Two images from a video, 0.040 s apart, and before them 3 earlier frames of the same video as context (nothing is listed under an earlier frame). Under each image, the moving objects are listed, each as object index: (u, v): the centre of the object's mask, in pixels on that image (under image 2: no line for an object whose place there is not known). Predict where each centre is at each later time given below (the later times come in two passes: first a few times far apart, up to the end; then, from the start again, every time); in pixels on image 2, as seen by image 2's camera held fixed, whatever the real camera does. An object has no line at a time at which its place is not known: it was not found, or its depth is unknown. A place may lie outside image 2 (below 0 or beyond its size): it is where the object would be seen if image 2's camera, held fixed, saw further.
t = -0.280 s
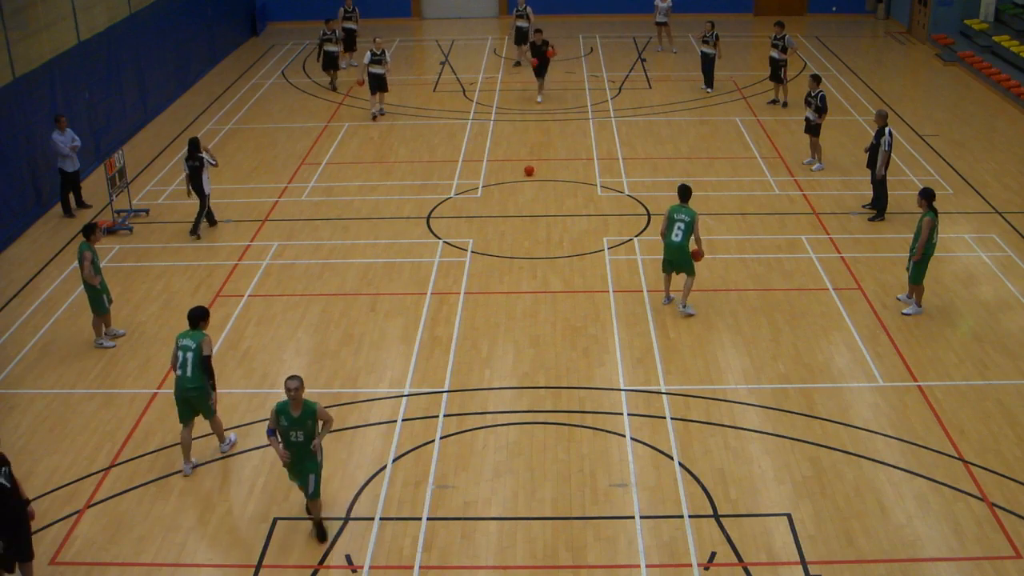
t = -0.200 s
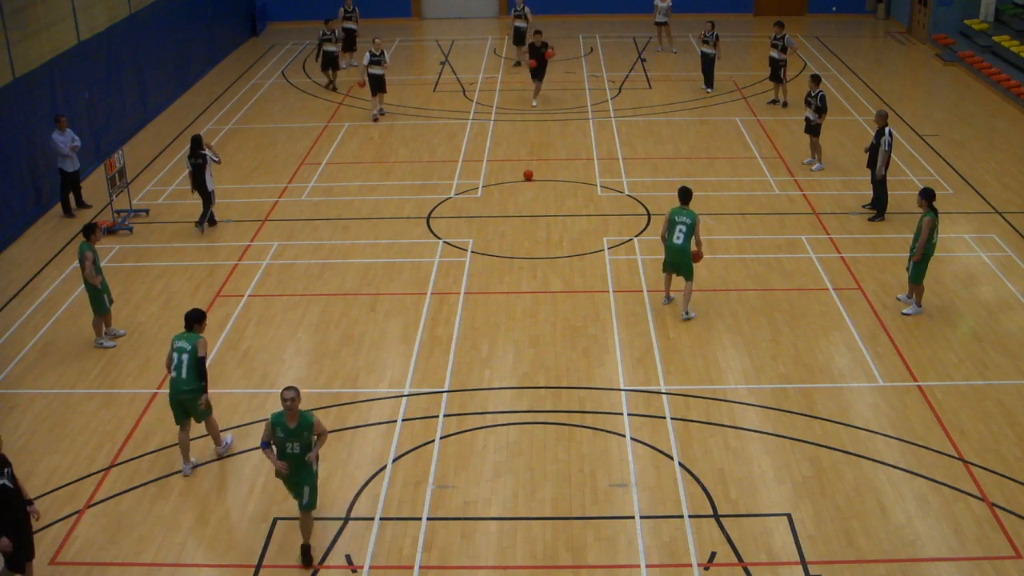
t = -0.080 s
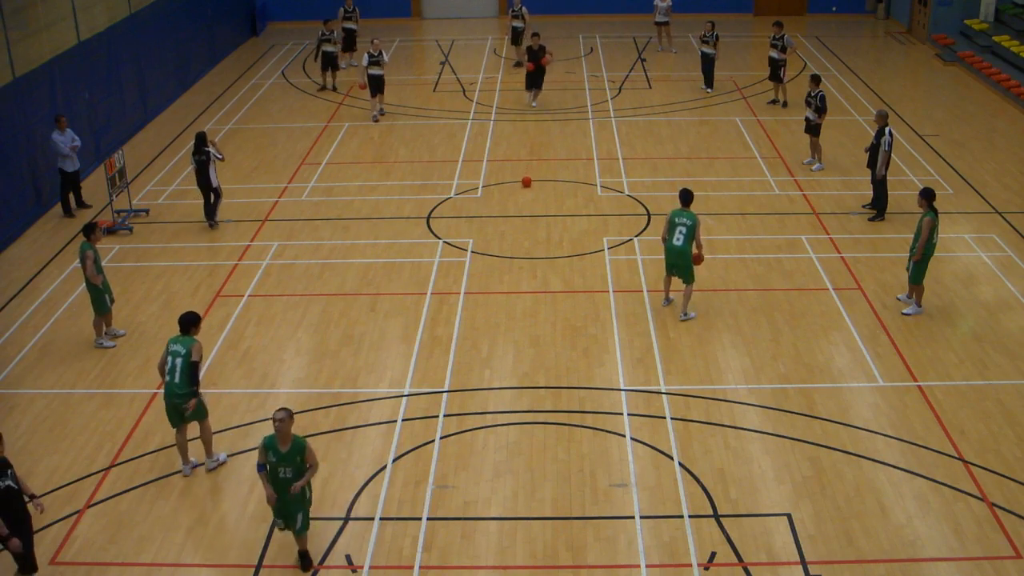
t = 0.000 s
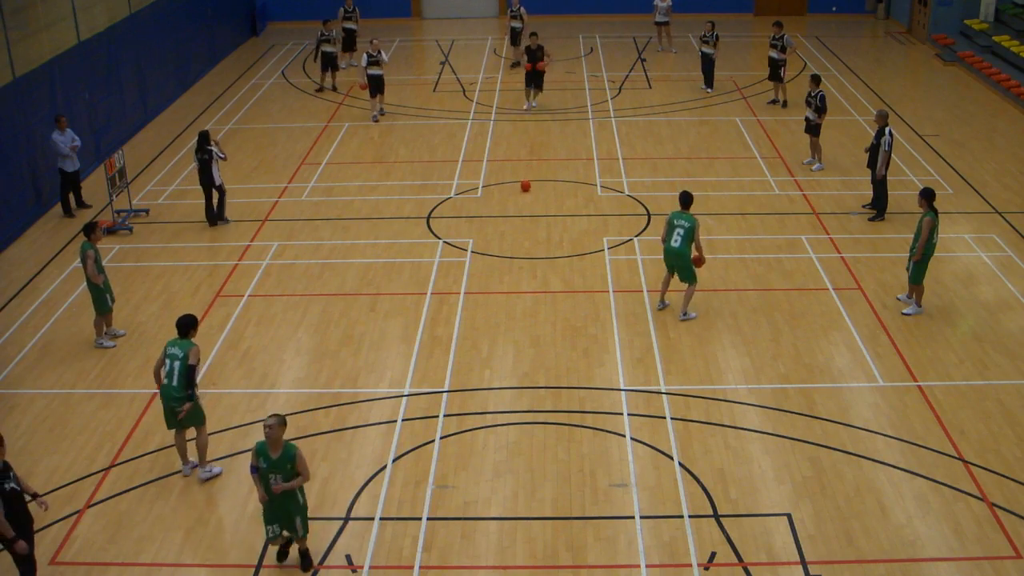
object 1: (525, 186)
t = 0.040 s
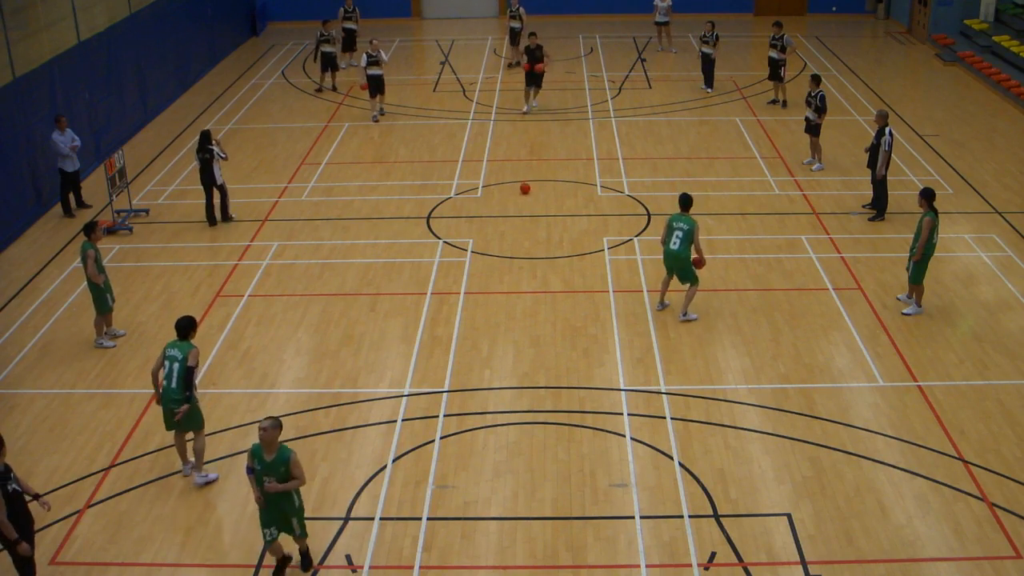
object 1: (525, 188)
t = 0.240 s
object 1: (522, 200)
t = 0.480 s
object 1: (518, 214)
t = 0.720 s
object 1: (515, 228)
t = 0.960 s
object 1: (512, 244)
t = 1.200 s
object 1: (509, 259)
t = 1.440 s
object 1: (505, 275)
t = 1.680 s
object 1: (502, 290)
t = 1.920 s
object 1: (498, 307)
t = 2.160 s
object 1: (494, 324)
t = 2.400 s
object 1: (490, 341)
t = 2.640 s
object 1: (486, 359)
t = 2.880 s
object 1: (482, 378)
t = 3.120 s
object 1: (477, 397)
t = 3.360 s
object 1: (473, 417)
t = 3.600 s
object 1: (469, 437)
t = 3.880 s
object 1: (463, 462)
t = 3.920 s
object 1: (463, 466)
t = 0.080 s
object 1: (524, 191)
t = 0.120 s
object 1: (523, 193)
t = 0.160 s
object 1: (523, 195)
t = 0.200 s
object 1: (522, 198)
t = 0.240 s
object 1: (522, 200)
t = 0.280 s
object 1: (521, 202)
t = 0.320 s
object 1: (521, 205)
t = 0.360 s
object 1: (520, 207)
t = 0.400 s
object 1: (520, 210)
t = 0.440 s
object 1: (519, 212)
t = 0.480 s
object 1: (518, 214)
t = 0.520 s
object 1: (518, 216)
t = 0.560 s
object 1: (518, 219)
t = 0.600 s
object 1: (517, 221)
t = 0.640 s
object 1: (516, 224)
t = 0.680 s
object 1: (516, 226)
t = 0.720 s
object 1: (515, 228)
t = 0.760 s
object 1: (515, 231)
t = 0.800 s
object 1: (514, 233)
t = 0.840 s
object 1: (514, 236)
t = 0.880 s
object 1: (513, 238)
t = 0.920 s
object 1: (512, 241)
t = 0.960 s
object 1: (512, 244)
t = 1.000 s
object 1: (511, 246)
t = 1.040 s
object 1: (511, 249)
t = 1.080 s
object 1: (510, 251)
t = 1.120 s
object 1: (510, 254)
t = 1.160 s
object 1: (509, 256)
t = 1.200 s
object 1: (509, 259)
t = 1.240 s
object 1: (508, 261)
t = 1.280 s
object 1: (507, 264)
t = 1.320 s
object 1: (507, 266)
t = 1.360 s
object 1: (506, 269)
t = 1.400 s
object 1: (506, 272)
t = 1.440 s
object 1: (505, 275)
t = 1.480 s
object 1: (504, 277)
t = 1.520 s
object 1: (504, 280)
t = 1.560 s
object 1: (503, 282)
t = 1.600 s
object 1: (503, 285)
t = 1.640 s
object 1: (502, 288)
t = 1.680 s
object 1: (502, 290)
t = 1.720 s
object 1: (501, 293)
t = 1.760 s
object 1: (500, 296)
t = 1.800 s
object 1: (500, 299)
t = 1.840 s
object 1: (499, 301)
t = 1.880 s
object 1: (498, 304)
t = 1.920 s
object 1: (498, 307)
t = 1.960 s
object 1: (497, 310)
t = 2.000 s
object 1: (497, 313)
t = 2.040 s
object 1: (496, 315)
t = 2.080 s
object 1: (495, 318)
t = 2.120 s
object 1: (495, 321)
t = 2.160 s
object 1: (494, 324)
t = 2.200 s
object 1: (494, 327)
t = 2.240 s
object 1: (493, 330)
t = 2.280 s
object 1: (492, 333)
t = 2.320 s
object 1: (491, 335)
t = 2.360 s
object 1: (491, 338)
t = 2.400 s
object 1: (490, 341)
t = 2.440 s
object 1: (489, 344)
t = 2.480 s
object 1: (489, 347)
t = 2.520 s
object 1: (488, 350)
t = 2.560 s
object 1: (487, 353)
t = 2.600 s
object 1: (487, 356)
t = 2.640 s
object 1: (486, 359)
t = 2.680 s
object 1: (485, 362)
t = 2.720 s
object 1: (485, 366)
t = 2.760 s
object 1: (484, 369)
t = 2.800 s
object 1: (483, 372)
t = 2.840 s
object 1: (482, 375)
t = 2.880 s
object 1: (482, 378)
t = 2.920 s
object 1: (481, 381)
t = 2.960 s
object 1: (480, 384)
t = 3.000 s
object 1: (480, 387)
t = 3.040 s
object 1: (479, 391)
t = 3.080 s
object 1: (478, 394)
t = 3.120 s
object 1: (477, 397)
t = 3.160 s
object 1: (477, 401)
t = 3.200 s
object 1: (476, 404)
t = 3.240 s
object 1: (475, 407)
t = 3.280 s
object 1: (475, 410)
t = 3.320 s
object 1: (474, 414)
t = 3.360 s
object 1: (473, 417)
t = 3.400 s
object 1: (472, 421)
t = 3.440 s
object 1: (472, 424)
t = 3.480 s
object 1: (471, 427)
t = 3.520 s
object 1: (470, 431)
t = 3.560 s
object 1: (469, 434)
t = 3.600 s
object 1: (469, 437)
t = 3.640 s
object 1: (468, 441)
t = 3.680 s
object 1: (467, 445)
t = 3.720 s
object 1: (467, 448)
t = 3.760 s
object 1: (466, 452)
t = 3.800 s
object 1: (465, 455)
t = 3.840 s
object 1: (464, 459)
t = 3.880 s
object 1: (463, 462)
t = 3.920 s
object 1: (463, 466)
